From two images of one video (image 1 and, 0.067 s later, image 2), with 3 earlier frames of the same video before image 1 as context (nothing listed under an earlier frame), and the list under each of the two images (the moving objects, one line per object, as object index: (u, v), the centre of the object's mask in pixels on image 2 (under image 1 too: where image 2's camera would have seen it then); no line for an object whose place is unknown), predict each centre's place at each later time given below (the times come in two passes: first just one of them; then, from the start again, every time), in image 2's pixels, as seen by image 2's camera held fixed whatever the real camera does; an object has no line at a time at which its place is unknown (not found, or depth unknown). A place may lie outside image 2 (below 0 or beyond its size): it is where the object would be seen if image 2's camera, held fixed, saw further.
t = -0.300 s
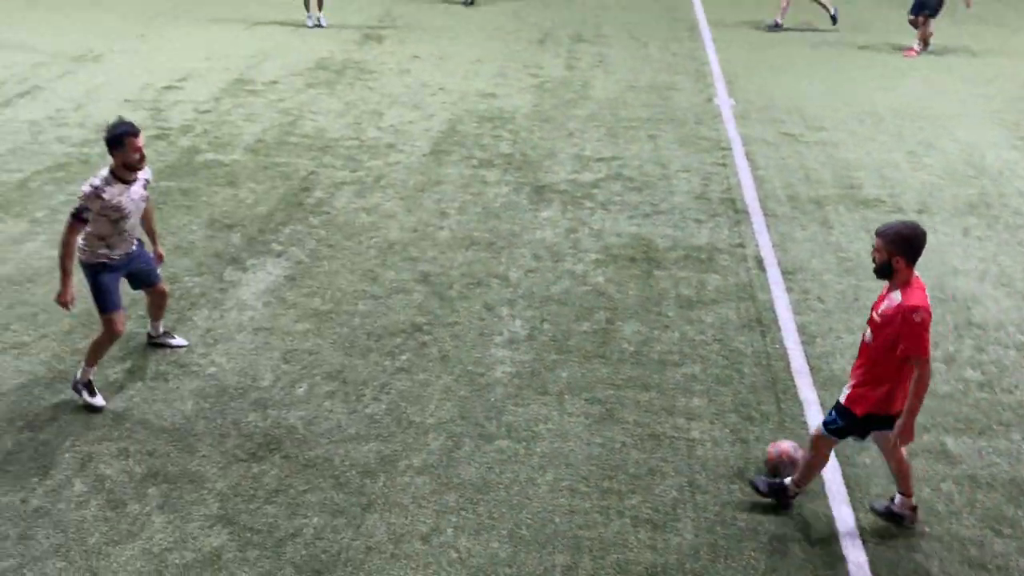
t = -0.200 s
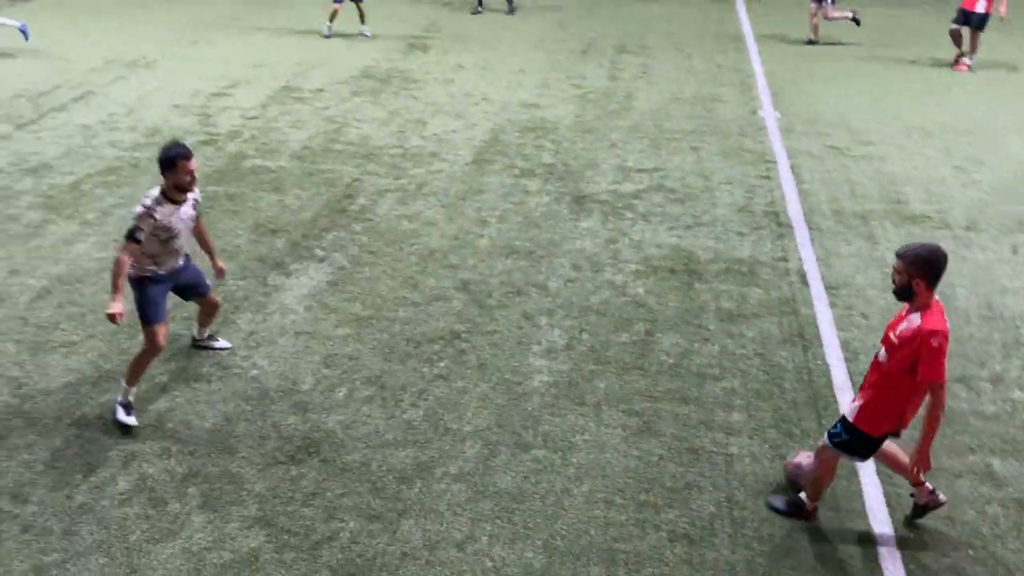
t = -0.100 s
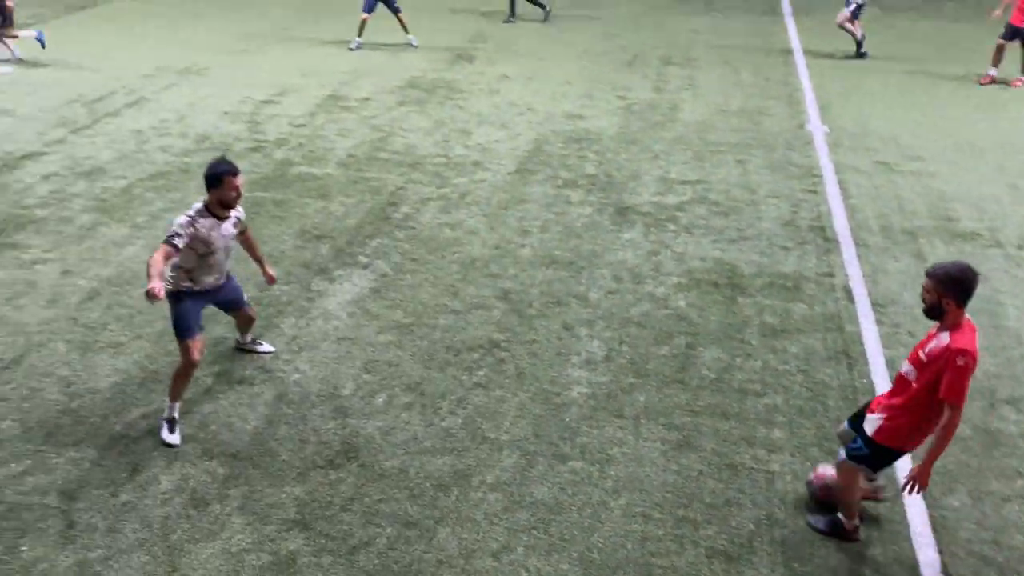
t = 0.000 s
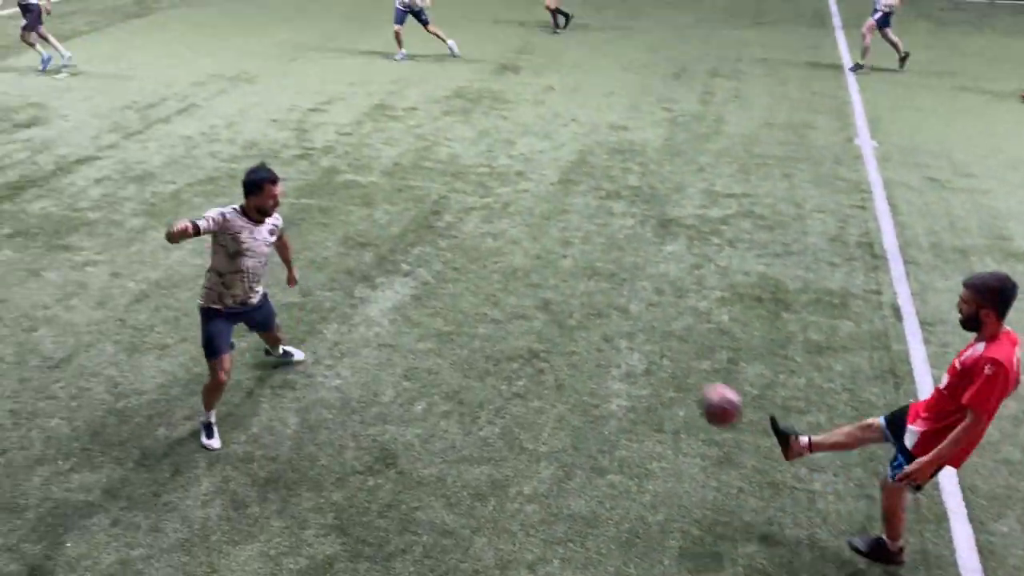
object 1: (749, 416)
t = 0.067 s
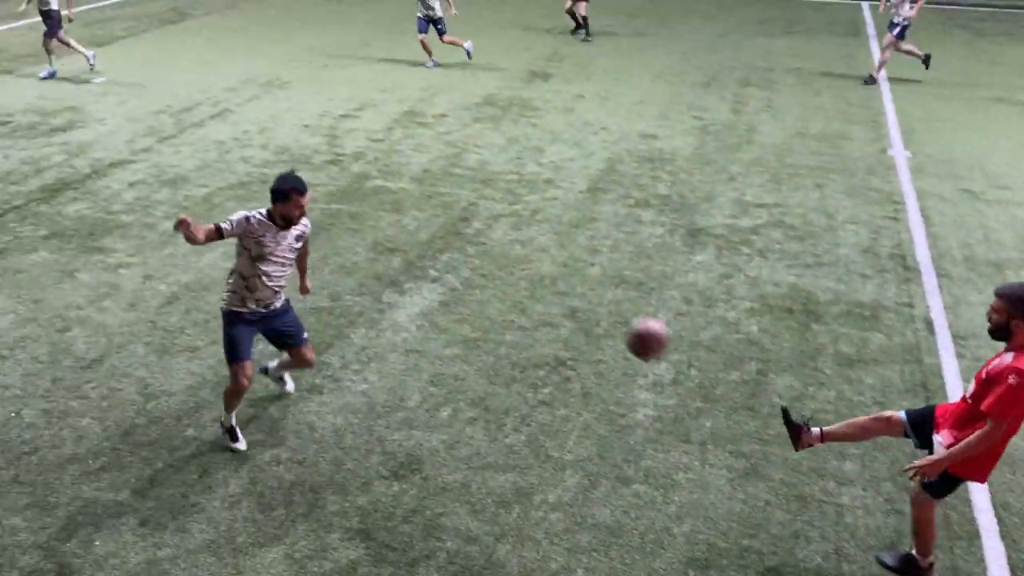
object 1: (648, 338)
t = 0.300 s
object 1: (246, 102)
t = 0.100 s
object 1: (595, 301)
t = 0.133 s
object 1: (539, 263)
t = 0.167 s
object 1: (484, 228)
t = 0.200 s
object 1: (428, 195)
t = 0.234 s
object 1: (367, 162)
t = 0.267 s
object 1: (307, 132)
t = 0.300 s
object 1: (246, 102)
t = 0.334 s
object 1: (184, 75)
